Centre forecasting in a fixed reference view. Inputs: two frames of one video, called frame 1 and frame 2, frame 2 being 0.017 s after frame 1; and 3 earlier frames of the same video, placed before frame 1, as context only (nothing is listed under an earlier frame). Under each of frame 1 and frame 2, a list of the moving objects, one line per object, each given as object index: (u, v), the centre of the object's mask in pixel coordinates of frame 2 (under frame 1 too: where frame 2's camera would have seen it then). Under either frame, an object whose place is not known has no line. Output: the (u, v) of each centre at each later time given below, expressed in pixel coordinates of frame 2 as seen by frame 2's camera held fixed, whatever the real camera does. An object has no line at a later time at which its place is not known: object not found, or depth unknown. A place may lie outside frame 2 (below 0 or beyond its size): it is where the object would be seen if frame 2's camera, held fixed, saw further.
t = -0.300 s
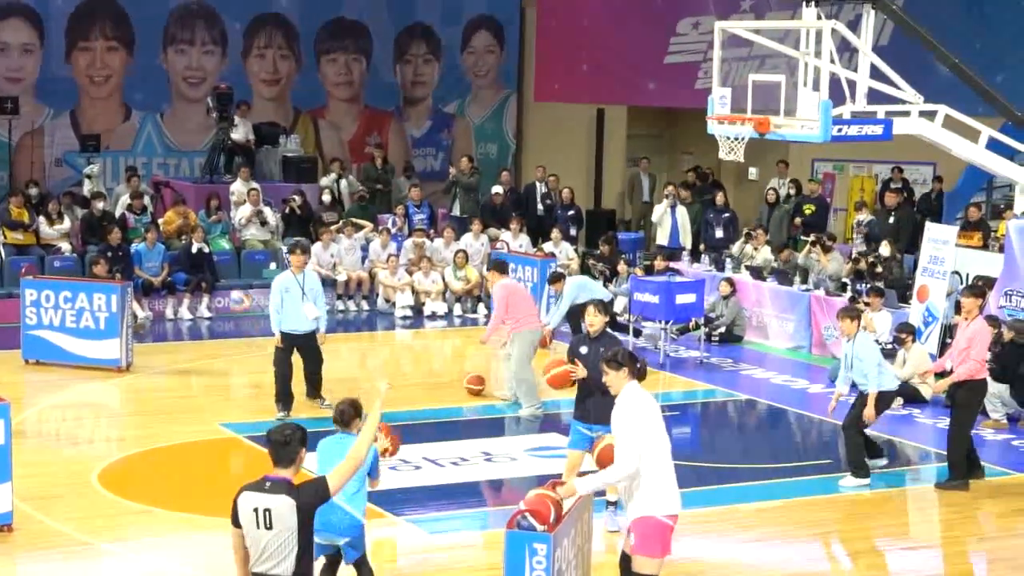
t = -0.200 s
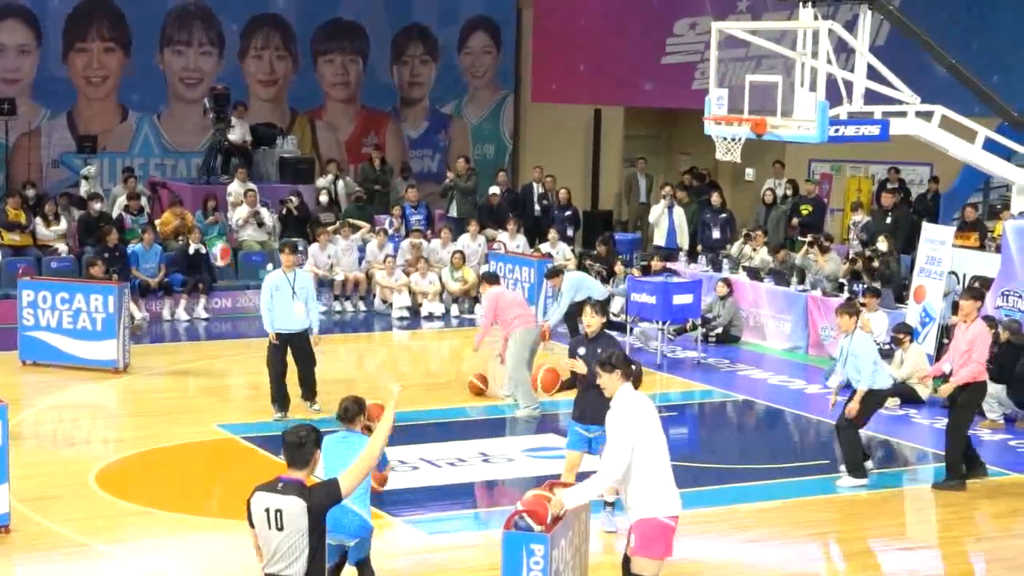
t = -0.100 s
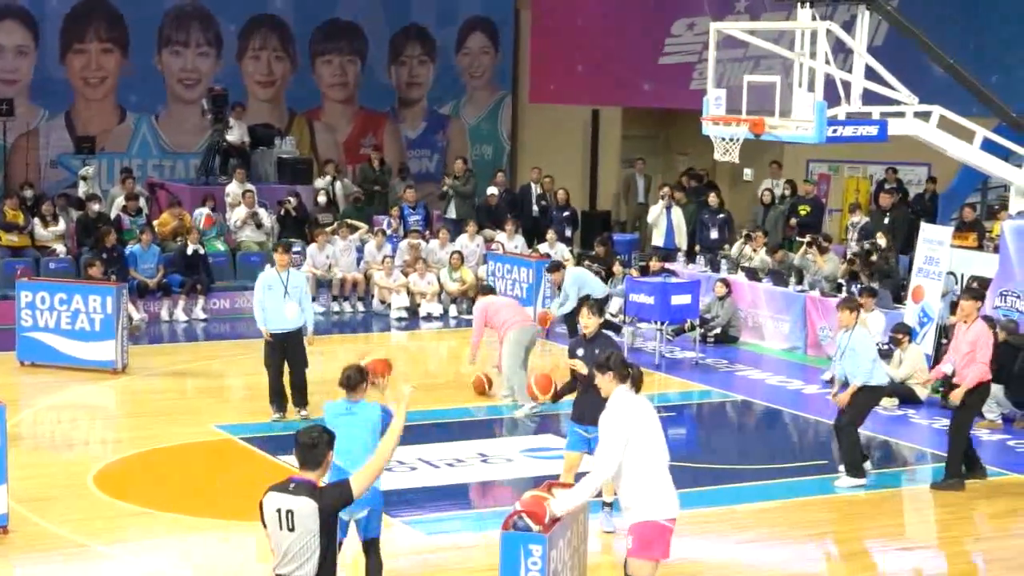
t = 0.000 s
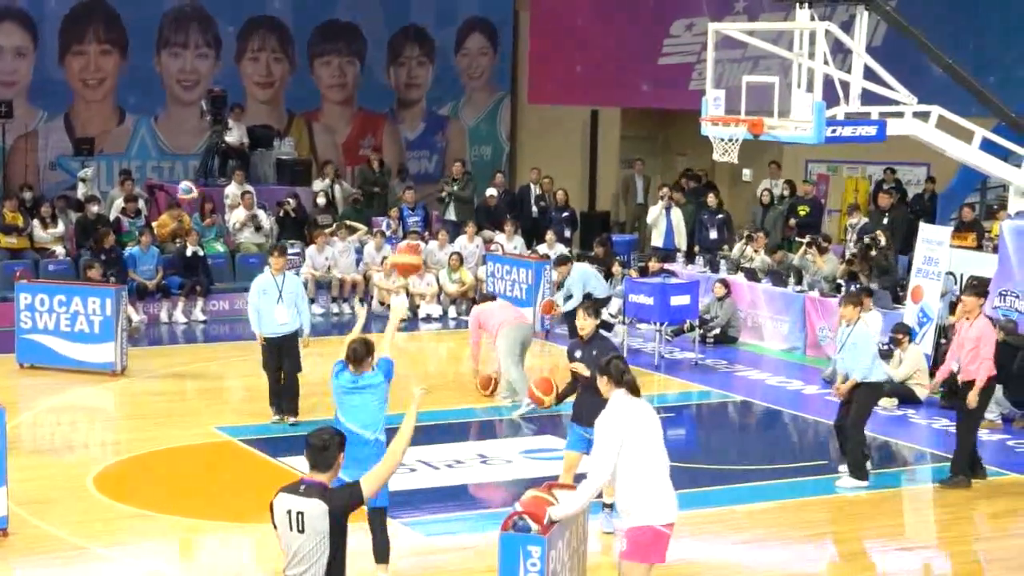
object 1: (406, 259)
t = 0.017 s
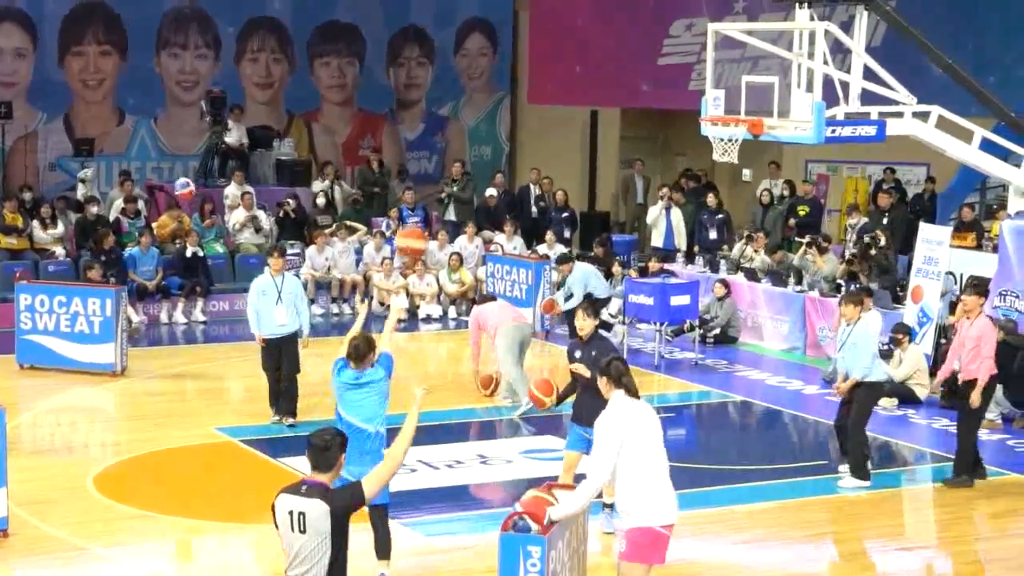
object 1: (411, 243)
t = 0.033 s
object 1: (418, 224)
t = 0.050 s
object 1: (424, 207)
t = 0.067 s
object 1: (429, 190)
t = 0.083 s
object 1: (434, 175)
